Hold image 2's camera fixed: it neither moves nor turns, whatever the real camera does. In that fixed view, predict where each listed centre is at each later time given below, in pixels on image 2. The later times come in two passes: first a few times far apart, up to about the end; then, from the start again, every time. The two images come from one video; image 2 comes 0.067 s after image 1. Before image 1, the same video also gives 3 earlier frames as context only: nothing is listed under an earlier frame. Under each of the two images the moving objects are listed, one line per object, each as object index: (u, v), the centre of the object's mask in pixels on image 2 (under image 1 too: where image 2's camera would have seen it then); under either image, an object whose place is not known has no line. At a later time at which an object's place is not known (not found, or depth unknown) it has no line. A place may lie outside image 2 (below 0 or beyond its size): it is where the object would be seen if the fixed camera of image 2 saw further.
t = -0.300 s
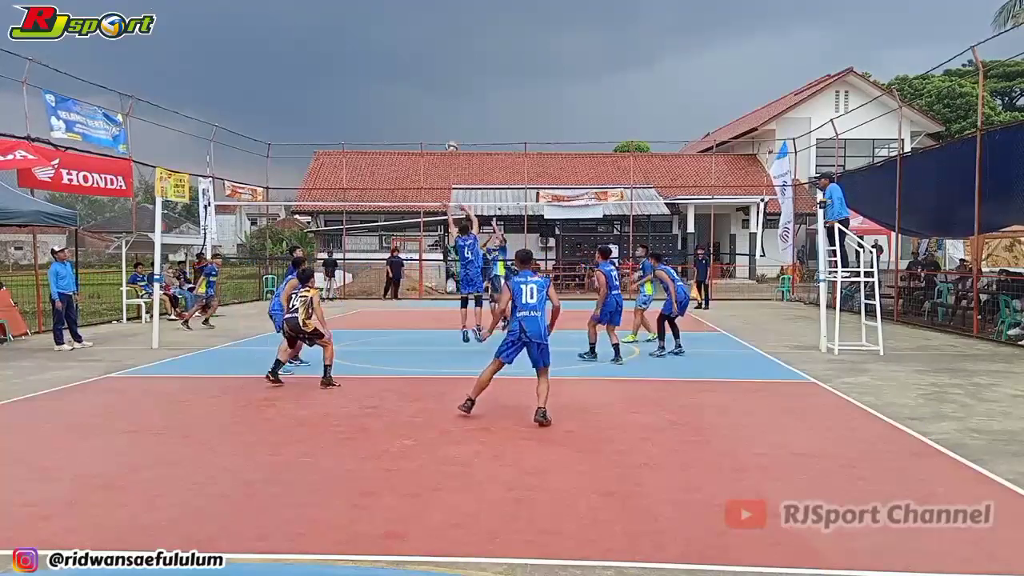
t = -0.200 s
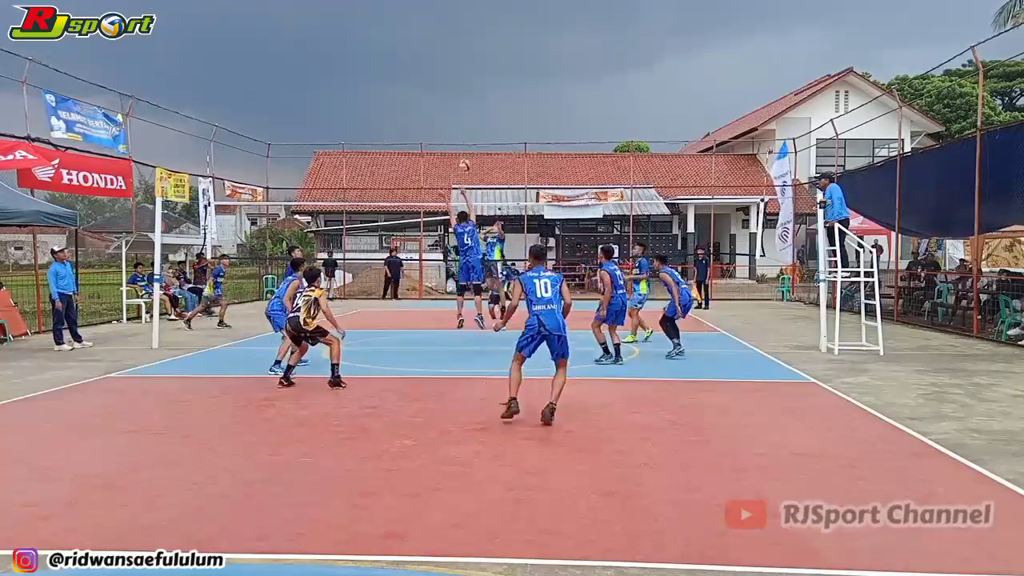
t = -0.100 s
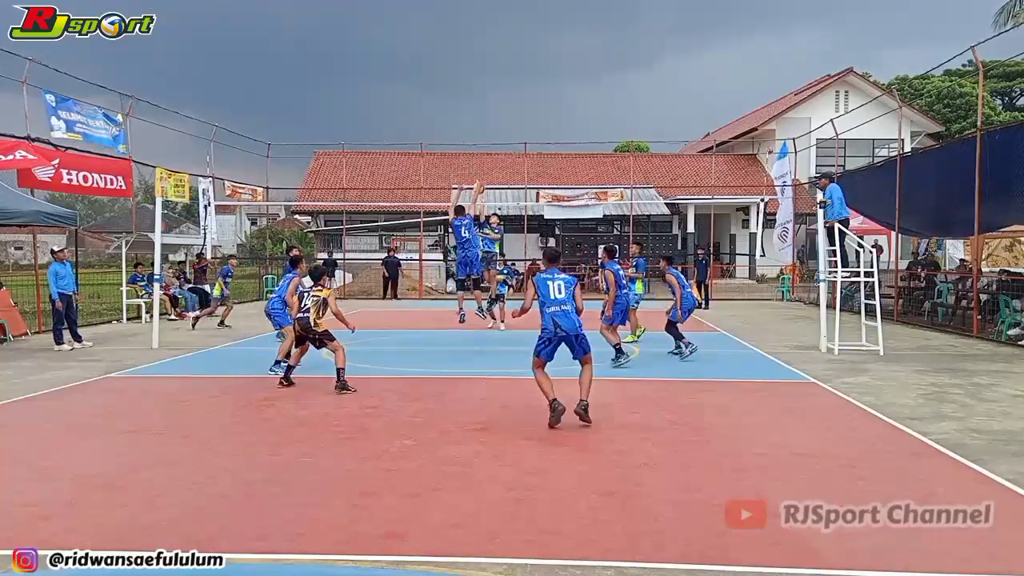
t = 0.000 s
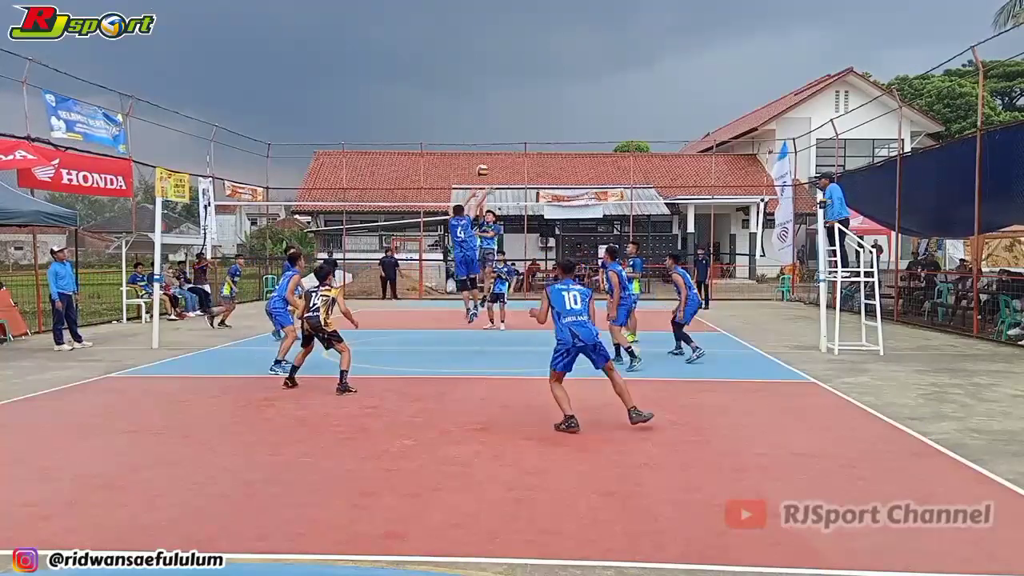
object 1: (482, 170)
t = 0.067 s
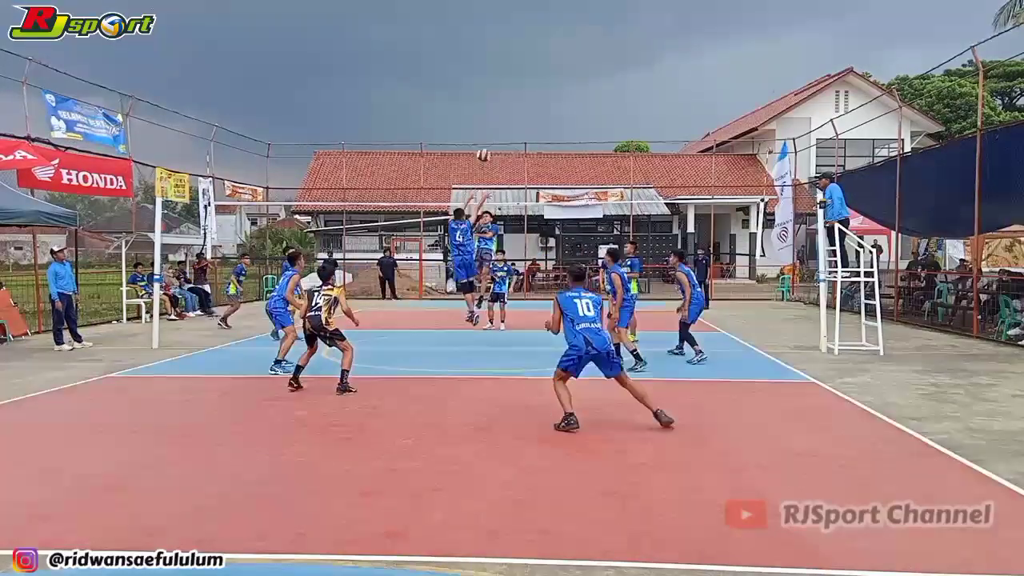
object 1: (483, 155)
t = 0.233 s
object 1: (491, 124)
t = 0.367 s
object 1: (503, 111)
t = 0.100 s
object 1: (483, 148)
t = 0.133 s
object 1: (485, 141)
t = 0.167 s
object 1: (488, 135)
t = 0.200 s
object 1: (489, 130)
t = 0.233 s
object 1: (491, 124)
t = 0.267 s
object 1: (493, 120)
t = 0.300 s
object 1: (496, 116)
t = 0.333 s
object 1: (500, 113)
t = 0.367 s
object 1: (503, 111)
